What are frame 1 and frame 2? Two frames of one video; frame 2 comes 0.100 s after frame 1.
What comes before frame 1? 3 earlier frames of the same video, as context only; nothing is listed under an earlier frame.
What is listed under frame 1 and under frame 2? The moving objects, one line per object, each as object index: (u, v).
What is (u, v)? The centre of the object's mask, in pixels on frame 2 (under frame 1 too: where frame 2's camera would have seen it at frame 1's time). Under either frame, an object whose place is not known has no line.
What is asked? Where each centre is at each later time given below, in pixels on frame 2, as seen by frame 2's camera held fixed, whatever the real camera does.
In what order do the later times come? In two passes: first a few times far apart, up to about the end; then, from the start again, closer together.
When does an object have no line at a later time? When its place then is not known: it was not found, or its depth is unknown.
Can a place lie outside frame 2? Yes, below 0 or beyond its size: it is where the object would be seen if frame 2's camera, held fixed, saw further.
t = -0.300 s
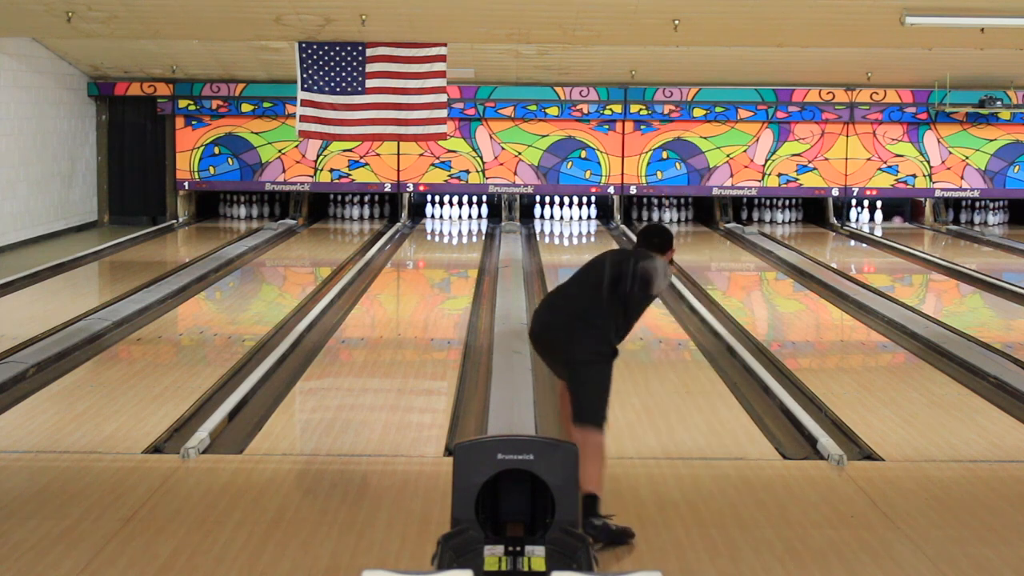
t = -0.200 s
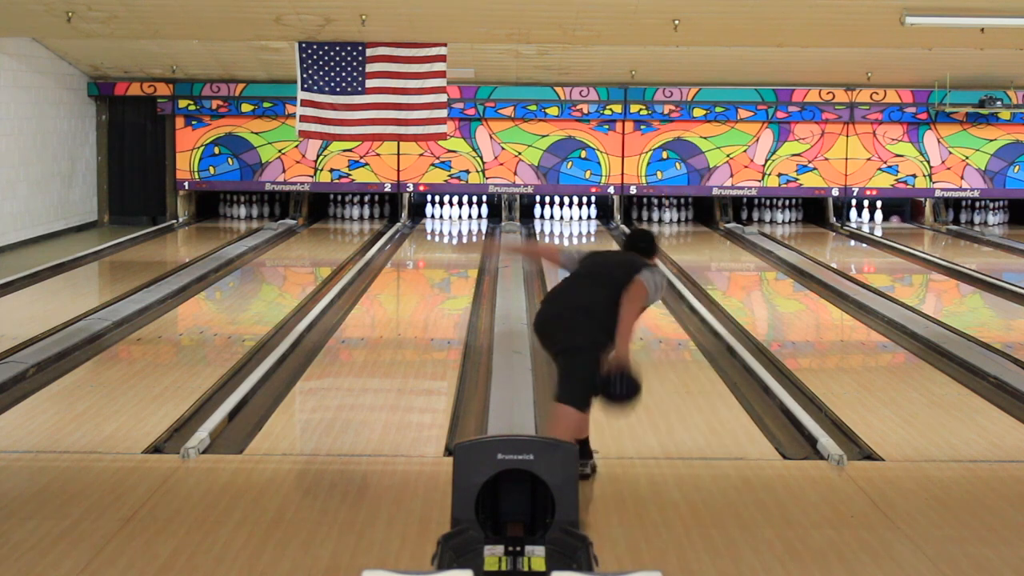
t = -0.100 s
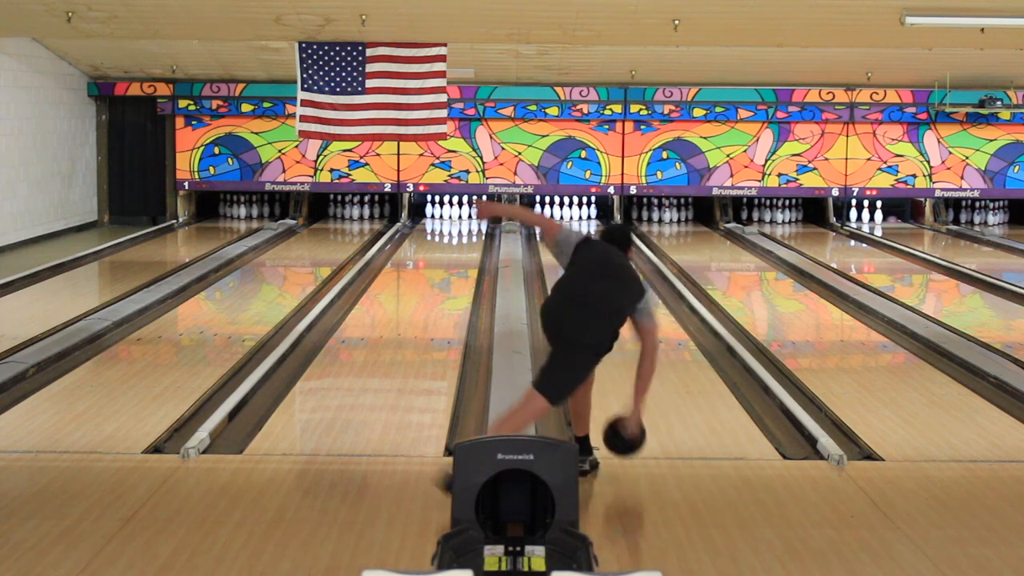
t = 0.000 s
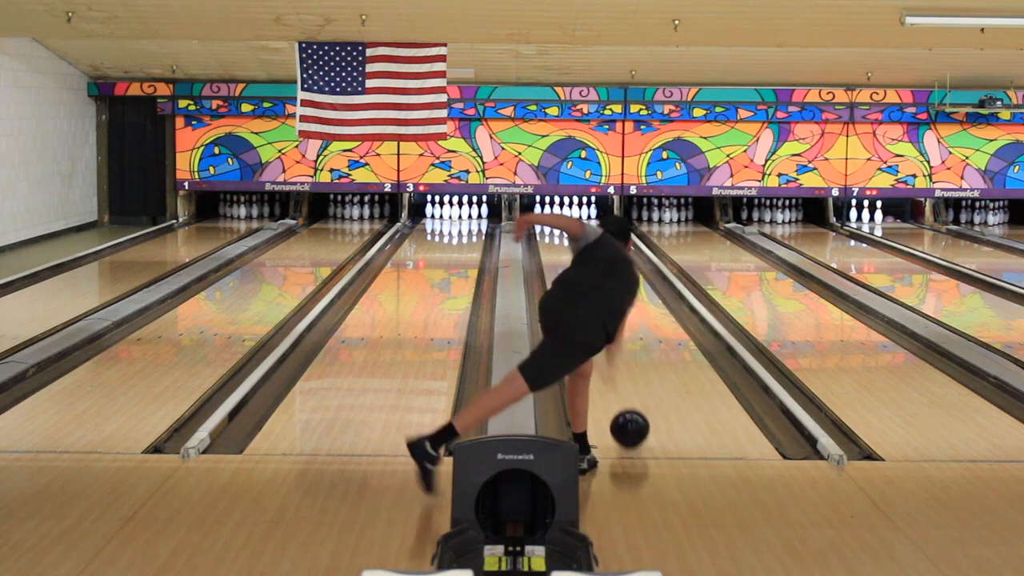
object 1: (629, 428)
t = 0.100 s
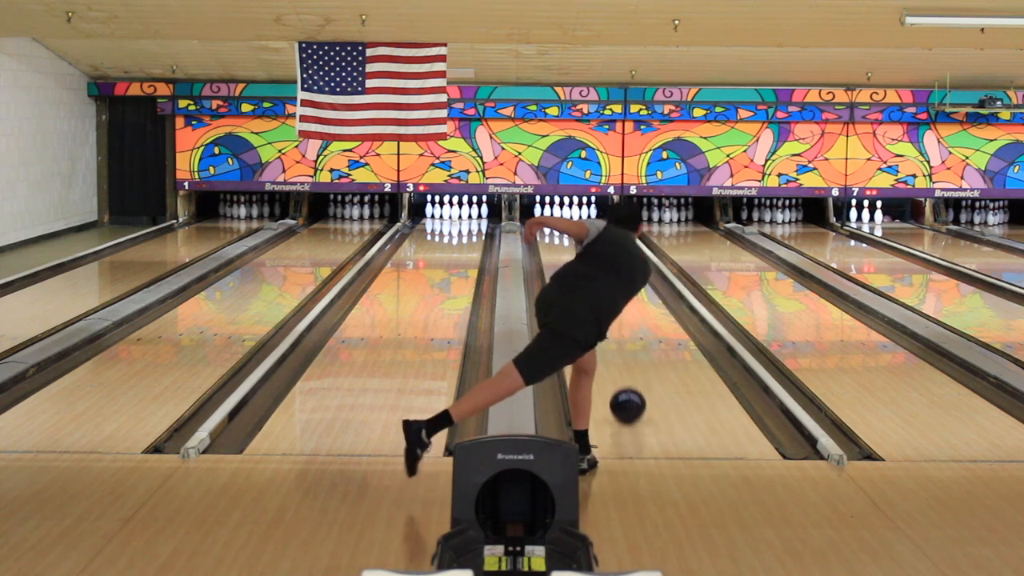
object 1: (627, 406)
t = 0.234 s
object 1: (625, 376)
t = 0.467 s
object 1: (621, 337)
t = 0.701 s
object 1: (619, 309)
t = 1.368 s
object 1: (605, 255)
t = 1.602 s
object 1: (600, 243)
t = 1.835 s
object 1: (594, 233)
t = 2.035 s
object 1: (586, 226)
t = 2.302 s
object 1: (574, 218)
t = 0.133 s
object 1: (627, 398)
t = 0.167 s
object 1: (626, 390)
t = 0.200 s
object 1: (625, 383)
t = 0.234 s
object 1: (625, 376)
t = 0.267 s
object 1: (624, 370)
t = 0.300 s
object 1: (623, 364)
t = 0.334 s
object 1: (623, 358)
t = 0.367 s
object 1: (622, 352)
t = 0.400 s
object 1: (622, 347)
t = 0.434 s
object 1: (621, 342)
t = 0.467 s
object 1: (621, 337)
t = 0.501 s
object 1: (620, 332)
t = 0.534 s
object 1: (619, 328)
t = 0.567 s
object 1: (619, 324)
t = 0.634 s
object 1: (618, 316)
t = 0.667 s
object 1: (619, 313)
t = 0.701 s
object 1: (619, 309)
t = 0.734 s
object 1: (620, 306)
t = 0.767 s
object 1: (620, 304)
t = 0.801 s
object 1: (622, 300)
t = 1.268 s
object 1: (607, 261)
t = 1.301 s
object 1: (606, 259)
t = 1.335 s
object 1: (606, 257)
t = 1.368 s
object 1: (605, 255)
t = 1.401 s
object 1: (607, 255)
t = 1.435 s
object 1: (599, 248)
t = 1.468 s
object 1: (601, 249)
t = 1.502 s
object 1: (602, 248)
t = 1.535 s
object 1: (602, 247)
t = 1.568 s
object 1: (601, 245)
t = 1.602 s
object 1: (600, 243)
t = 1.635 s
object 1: (600, 242)
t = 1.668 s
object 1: (599, 240)
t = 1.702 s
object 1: (598, 239)
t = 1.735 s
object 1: (597, 237)
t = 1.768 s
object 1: (596, 236)
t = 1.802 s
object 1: (595, 235)
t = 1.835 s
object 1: (594, 233)
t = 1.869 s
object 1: (593, 232)
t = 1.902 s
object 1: (592, 230)
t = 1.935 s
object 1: (591, 229)
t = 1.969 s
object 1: (589, 228)
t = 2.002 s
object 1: (588, 227)
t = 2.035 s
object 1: (586, 226)
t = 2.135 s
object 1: (582, 223)
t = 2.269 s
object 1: (576, 219)
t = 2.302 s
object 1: (574, 218)
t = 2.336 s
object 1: (572, 217)
